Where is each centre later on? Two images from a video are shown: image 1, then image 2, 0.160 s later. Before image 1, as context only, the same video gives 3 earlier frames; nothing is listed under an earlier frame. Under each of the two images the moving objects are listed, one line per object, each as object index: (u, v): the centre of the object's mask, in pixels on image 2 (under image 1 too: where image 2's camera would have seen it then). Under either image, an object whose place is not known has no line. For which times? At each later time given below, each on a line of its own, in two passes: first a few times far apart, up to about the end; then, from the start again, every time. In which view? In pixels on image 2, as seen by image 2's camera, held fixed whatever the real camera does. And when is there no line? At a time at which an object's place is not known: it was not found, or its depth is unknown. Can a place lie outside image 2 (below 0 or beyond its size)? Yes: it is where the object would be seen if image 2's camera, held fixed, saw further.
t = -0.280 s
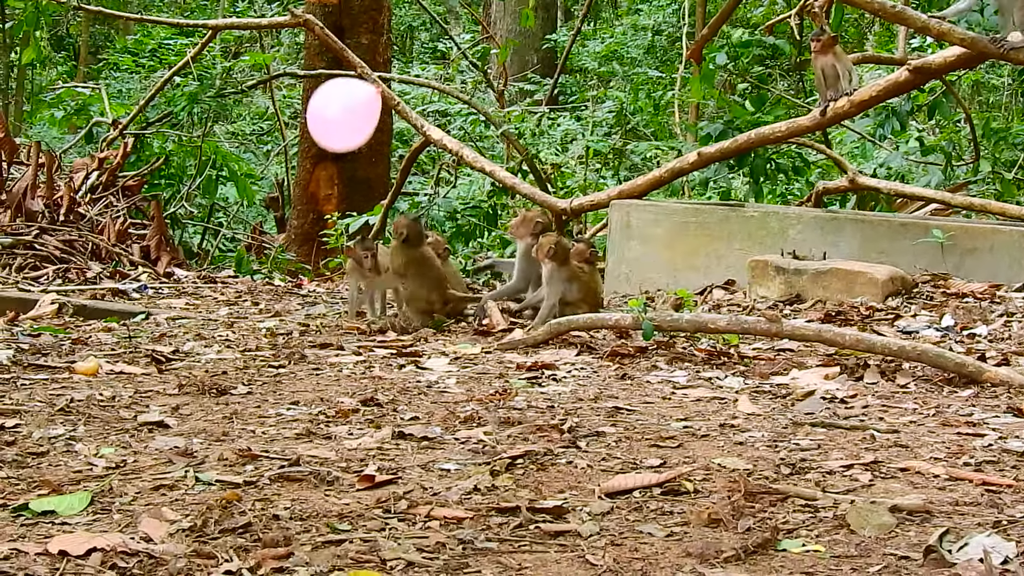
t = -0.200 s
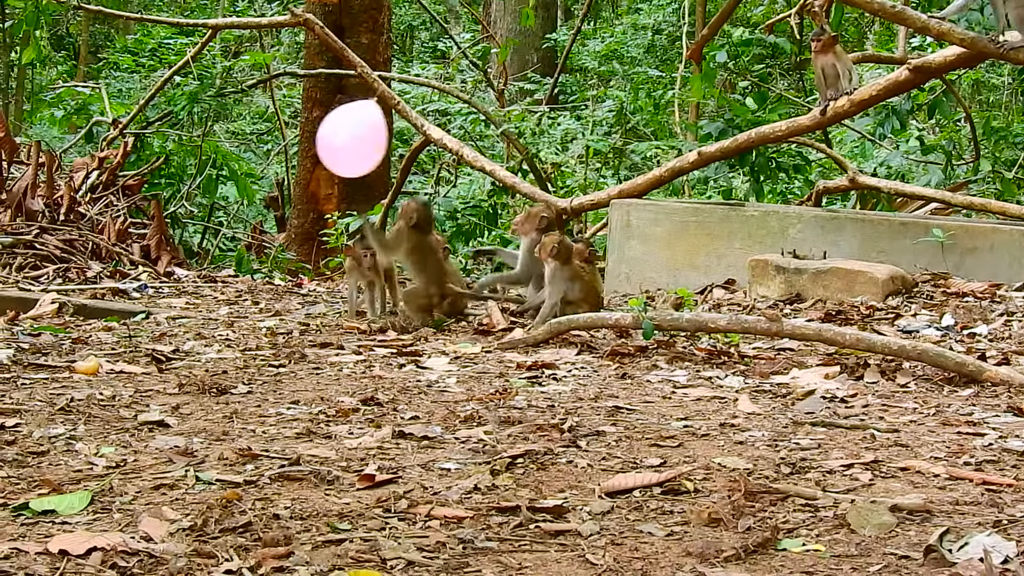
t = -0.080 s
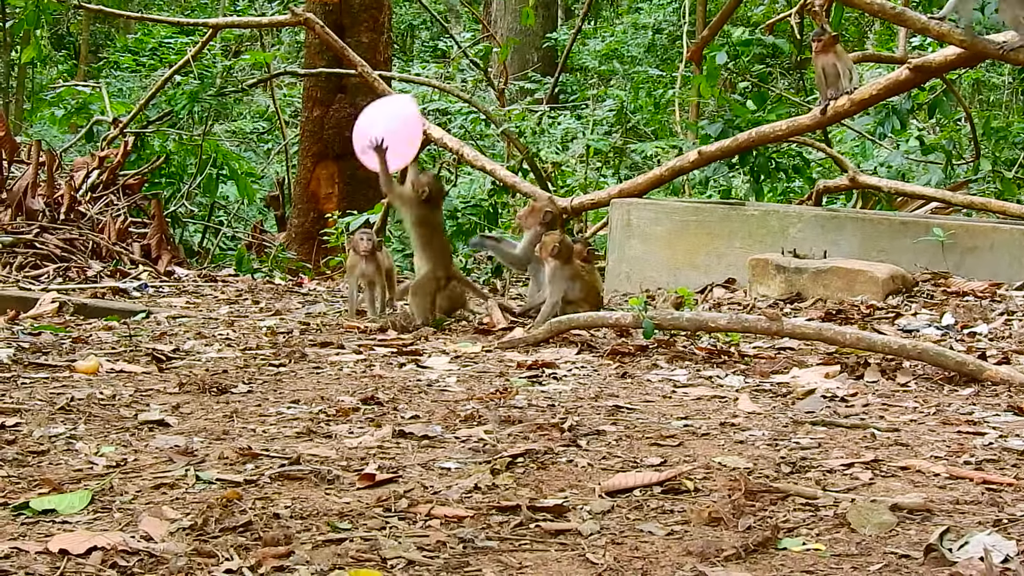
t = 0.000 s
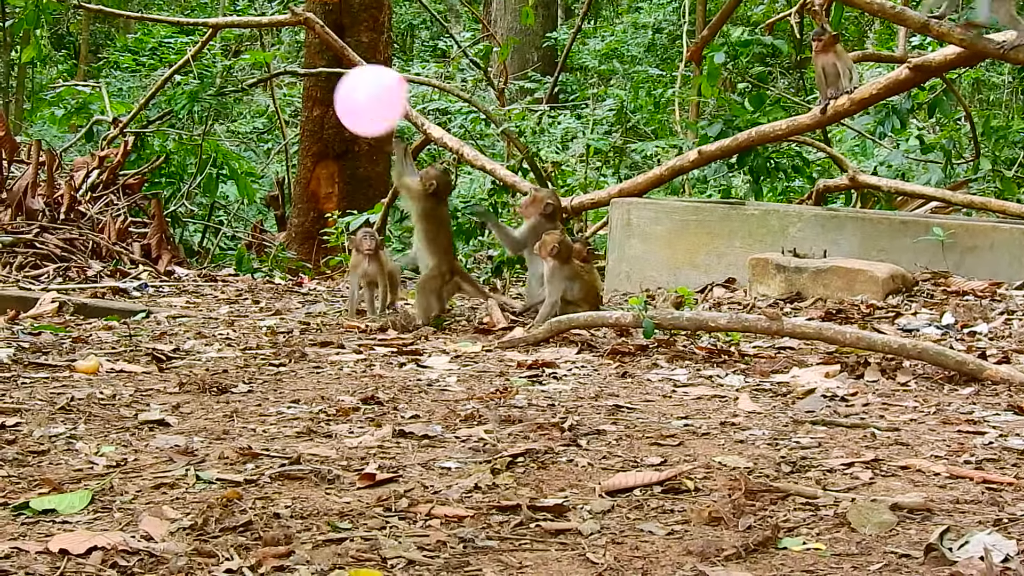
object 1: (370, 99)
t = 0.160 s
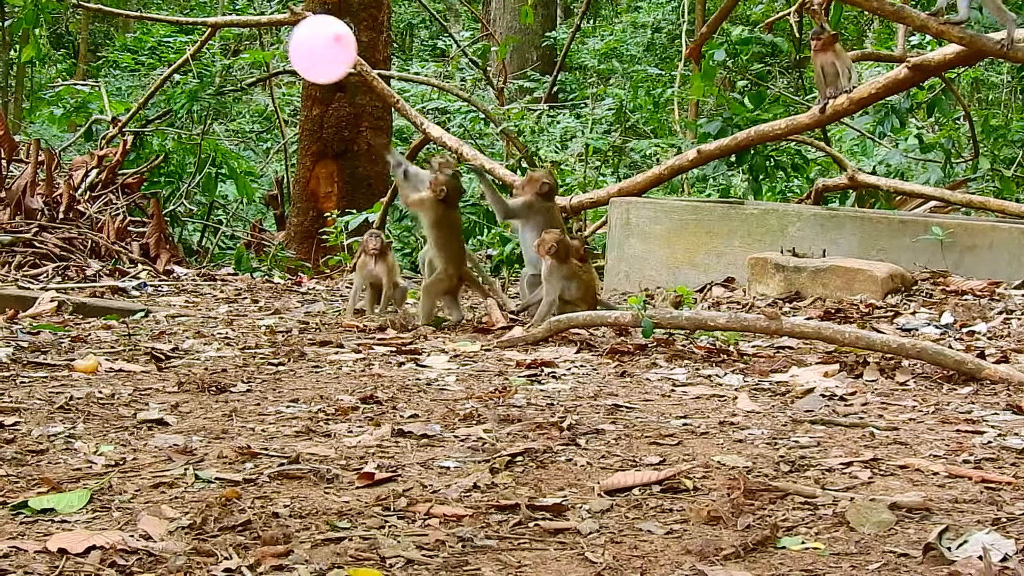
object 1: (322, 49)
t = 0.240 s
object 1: (303, 34)
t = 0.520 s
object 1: (274, 25)
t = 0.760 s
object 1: (288, 48)
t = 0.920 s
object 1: (309, 82)
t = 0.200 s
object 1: (313, 40)
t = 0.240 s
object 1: (303, 34)
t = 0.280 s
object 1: (295, 29)
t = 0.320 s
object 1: (287, 27)
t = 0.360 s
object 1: (279, 25)
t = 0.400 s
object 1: (273, 25)
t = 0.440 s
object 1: (272, 24)
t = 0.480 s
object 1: (273, 24)
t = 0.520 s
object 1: (274, 25)
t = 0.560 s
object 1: (277, 26)
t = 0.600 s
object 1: (279, 28)
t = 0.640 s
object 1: (281, 30)
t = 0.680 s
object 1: (284, 34)
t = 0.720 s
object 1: (286, 41)
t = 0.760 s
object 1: (288, 48)
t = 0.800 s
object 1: (291, 56)
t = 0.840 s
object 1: (296, 65)
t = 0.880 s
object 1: (302, 73)
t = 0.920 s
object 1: (309, 82)
